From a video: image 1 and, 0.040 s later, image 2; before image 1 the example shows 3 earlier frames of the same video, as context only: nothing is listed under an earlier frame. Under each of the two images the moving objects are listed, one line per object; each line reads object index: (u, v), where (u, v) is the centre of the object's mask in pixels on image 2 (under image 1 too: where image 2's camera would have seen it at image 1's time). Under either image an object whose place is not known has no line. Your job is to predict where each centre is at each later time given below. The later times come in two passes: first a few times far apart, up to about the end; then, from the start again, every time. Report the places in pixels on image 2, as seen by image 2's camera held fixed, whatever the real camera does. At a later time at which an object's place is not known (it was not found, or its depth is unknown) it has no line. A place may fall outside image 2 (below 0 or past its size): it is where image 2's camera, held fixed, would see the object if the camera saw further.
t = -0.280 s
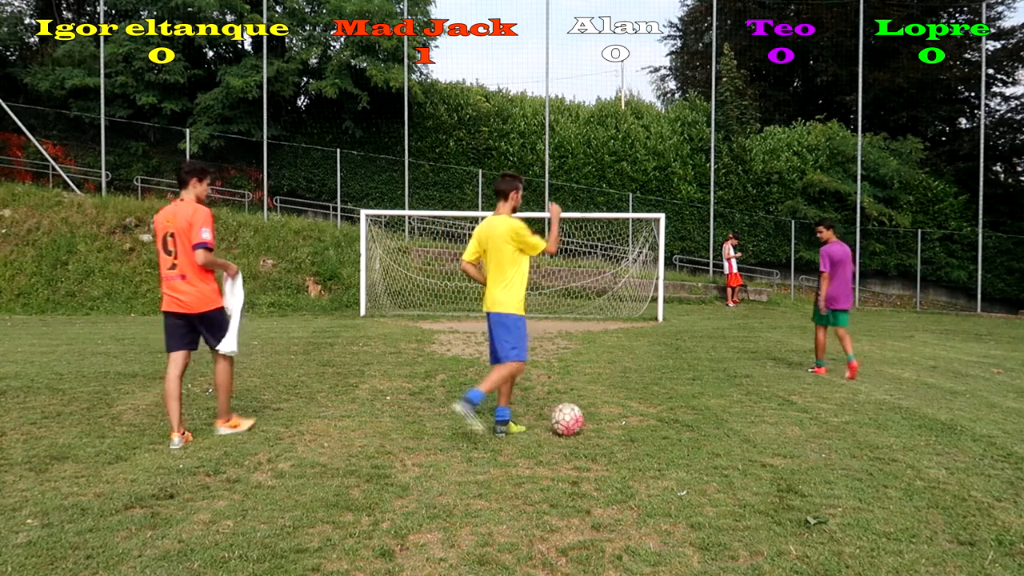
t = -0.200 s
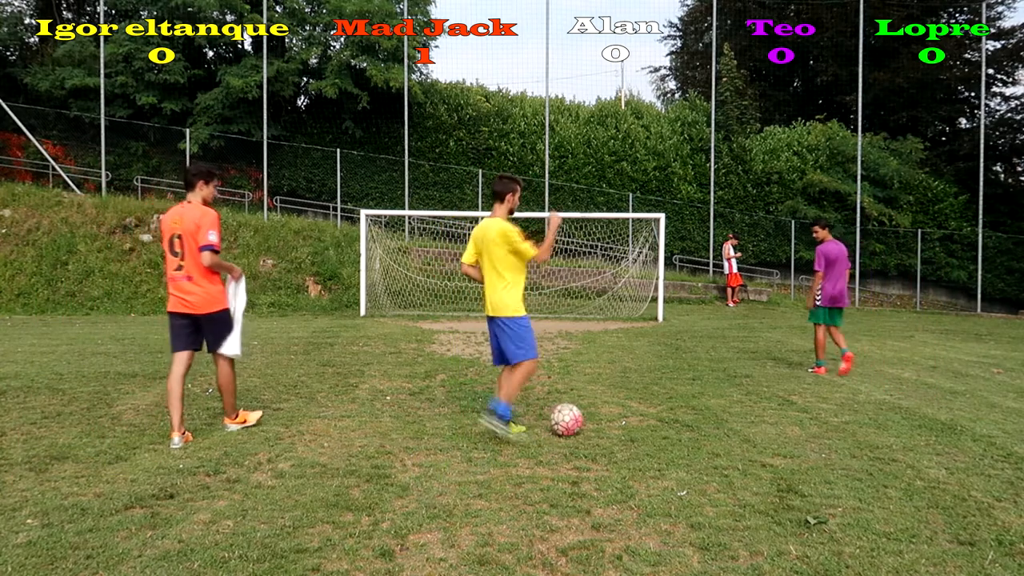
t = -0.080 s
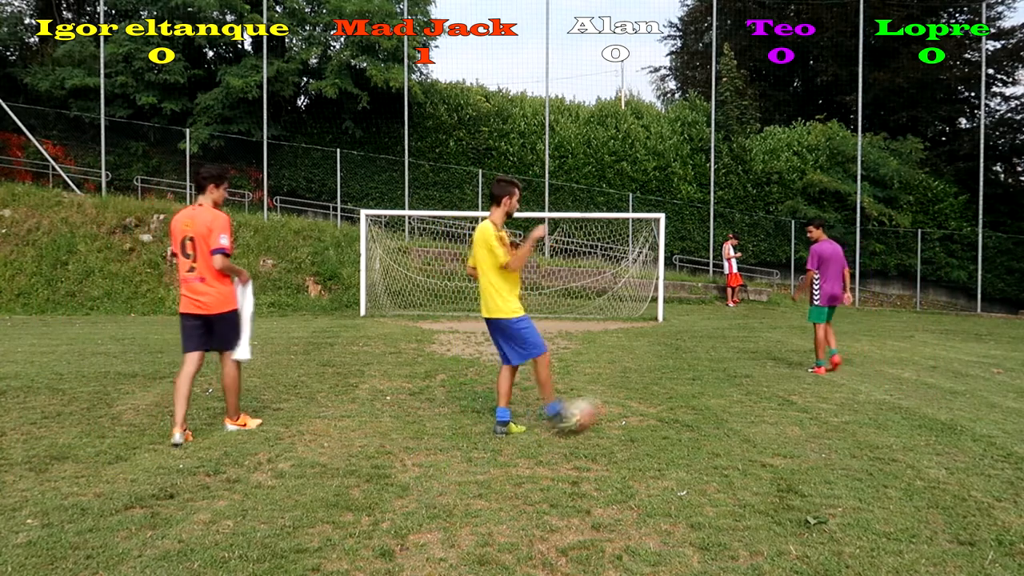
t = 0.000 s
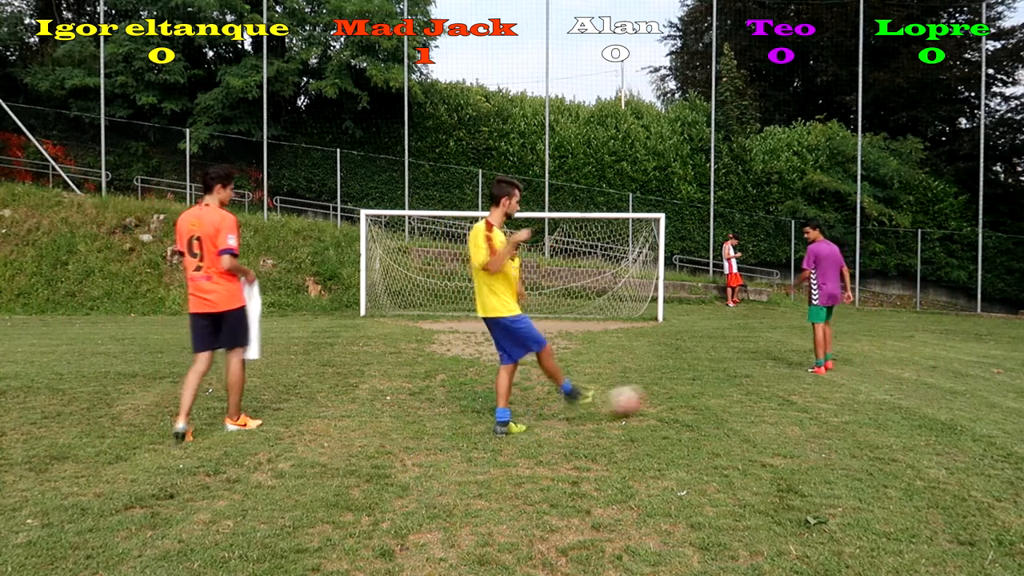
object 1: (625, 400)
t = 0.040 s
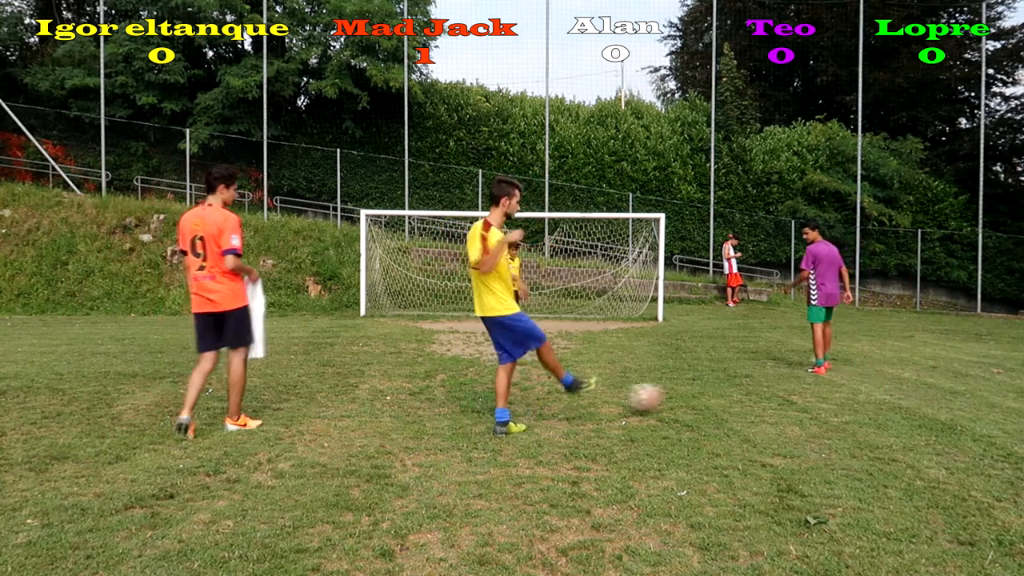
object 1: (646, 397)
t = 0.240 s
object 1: (717, 376)
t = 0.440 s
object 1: (763, 374)
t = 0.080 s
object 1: (664, 396)
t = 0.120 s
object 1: (680, 393)
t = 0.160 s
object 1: (693, 385)
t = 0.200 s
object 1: (704, 380)
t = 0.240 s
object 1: (717, 376)
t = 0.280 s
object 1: (729, 374)
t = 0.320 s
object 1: (737, 374)
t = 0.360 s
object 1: (746, 376)
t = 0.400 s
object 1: (755, 378)
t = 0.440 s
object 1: (763, 374)
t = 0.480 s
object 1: (771, 370)
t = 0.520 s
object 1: (778, 369)
